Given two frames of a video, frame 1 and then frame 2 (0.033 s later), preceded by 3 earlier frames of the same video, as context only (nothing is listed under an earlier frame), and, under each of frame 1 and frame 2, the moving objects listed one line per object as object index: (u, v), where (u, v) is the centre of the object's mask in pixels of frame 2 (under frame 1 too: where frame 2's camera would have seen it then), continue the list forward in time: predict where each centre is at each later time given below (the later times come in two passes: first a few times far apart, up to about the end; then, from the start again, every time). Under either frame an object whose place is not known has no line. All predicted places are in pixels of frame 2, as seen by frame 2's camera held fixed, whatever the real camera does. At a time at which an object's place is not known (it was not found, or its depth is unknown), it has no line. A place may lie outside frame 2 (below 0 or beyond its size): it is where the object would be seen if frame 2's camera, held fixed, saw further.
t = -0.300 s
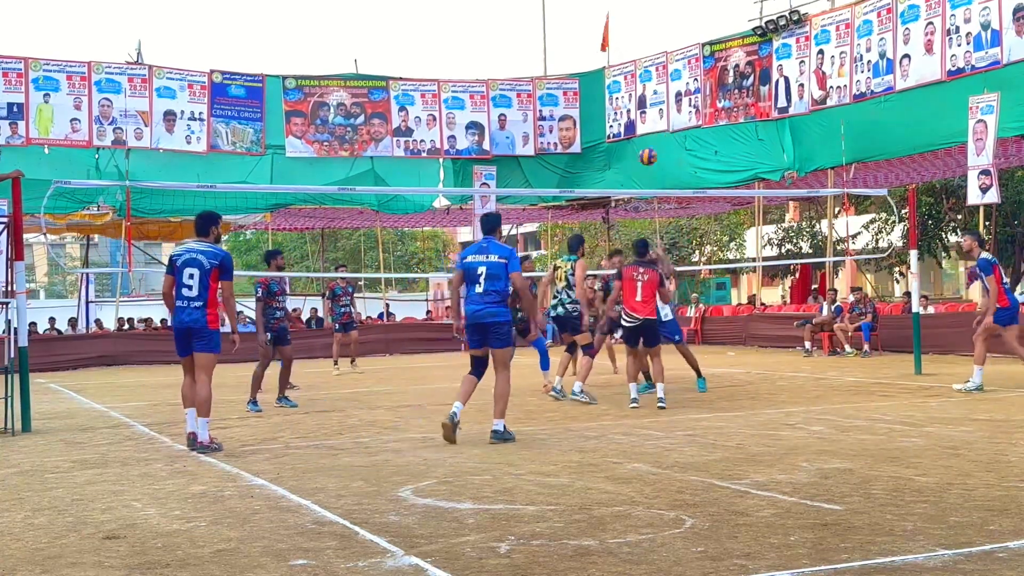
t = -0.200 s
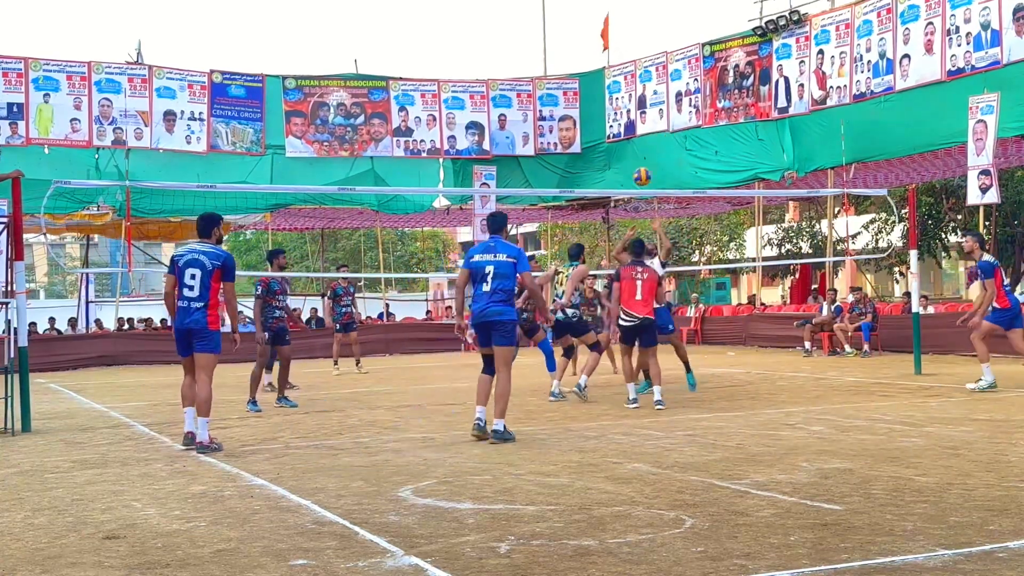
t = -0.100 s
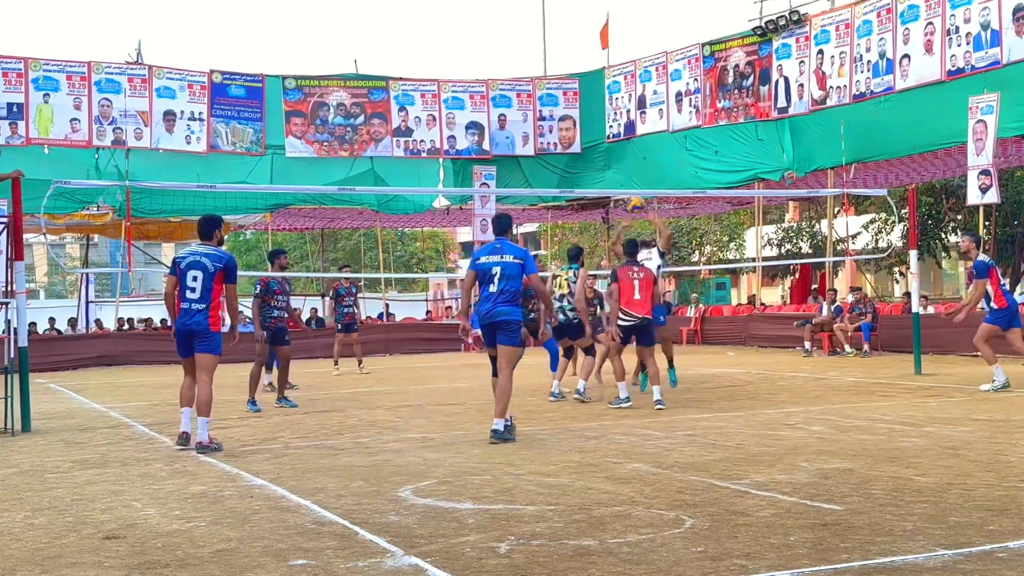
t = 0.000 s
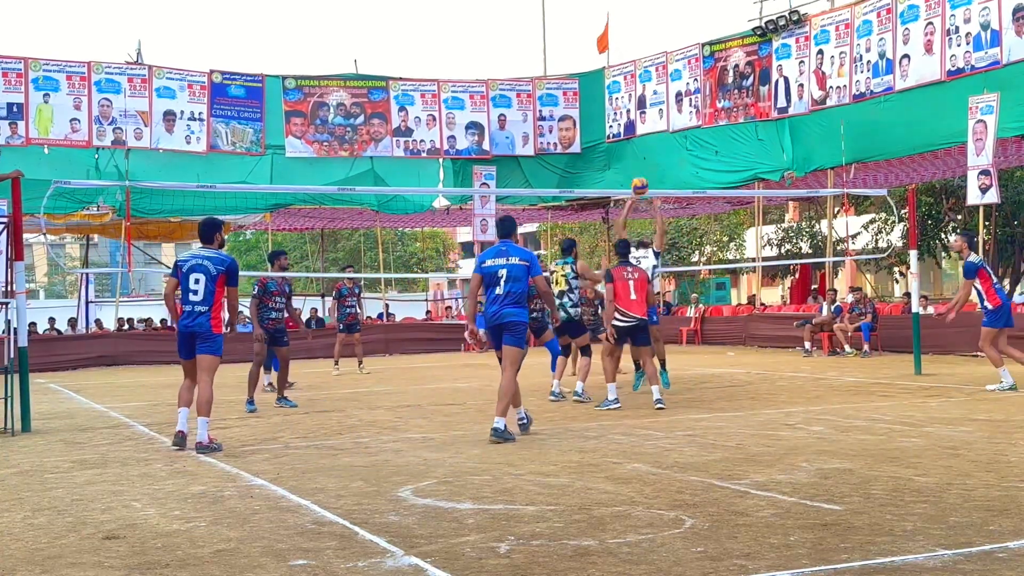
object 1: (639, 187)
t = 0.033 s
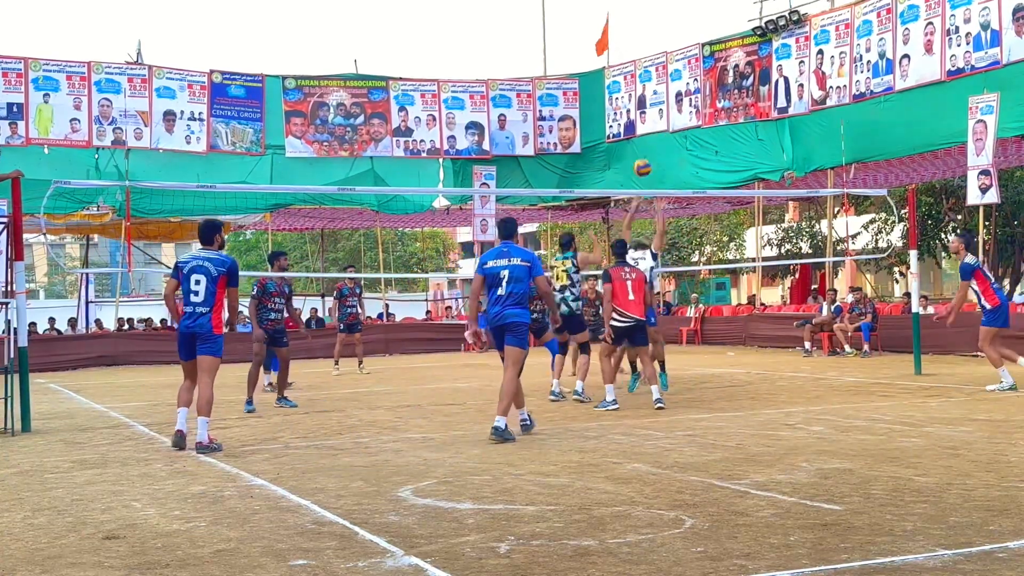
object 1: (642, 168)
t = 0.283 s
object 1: (662, 62)
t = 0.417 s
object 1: (672, 27)
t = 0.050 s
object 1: (643, 159)
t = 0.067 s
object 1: (644, 150)
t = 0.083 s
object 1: (646, 142)
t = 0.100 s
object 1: (648, 134)
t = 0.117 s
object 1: (649, 127)
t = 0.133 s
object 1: (649, 119)
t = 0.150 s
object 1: (652, 112)
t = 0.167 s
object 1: (652, 104)
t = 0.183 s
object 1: (653, 97)
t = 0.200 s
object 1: (655, 92)
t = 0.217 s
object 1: (656, 85)
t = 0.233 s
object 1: (658, 78)
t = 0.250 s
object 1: (658, 73)
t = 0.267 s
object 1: (660, 68)
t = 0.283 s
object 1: (662, 62)
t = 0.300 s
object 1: (663, 57)
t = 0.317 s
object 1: (664, 51)
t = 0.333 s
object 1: (665, 47)
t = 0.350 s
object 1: (667, 42)
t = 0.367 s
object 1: (668, 38)
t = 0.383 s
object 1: (669, 34)
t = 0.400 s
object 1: (671, 30)
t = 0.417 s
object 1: (672, 27)
